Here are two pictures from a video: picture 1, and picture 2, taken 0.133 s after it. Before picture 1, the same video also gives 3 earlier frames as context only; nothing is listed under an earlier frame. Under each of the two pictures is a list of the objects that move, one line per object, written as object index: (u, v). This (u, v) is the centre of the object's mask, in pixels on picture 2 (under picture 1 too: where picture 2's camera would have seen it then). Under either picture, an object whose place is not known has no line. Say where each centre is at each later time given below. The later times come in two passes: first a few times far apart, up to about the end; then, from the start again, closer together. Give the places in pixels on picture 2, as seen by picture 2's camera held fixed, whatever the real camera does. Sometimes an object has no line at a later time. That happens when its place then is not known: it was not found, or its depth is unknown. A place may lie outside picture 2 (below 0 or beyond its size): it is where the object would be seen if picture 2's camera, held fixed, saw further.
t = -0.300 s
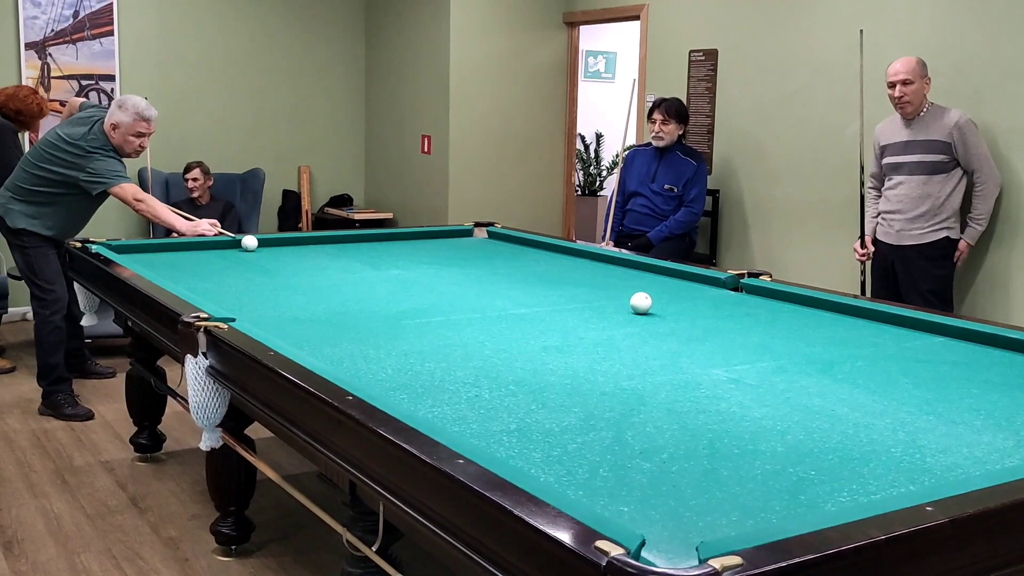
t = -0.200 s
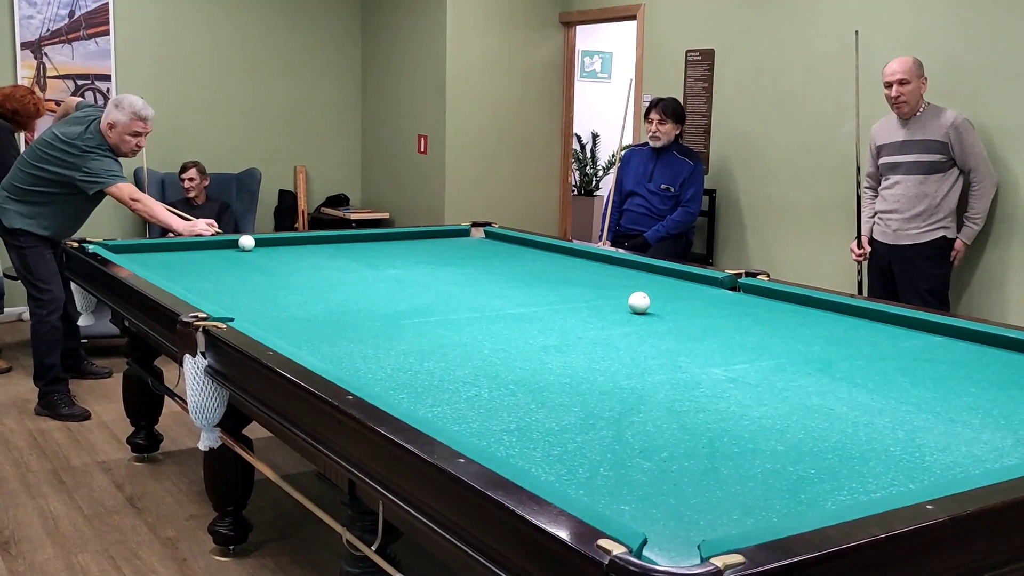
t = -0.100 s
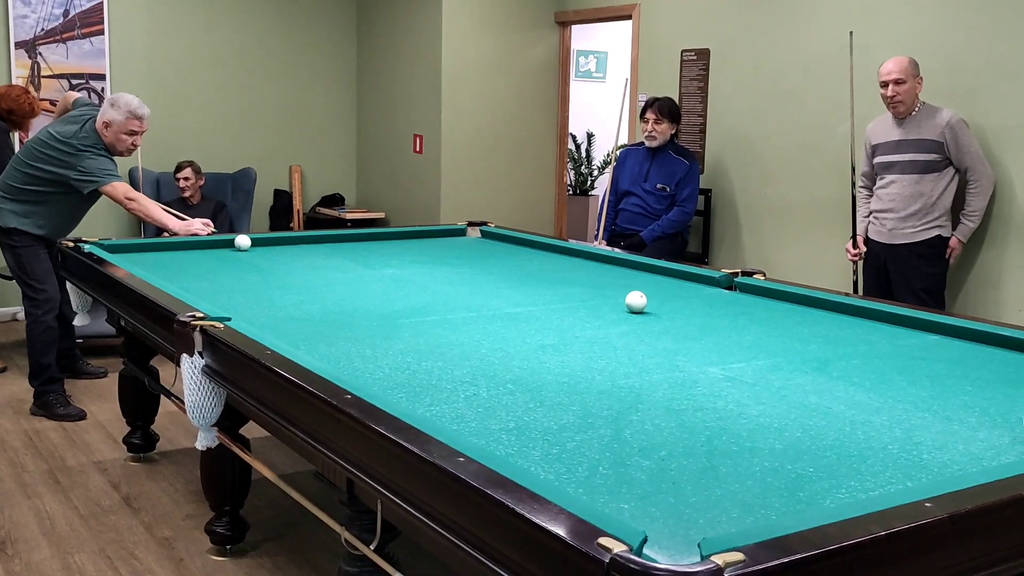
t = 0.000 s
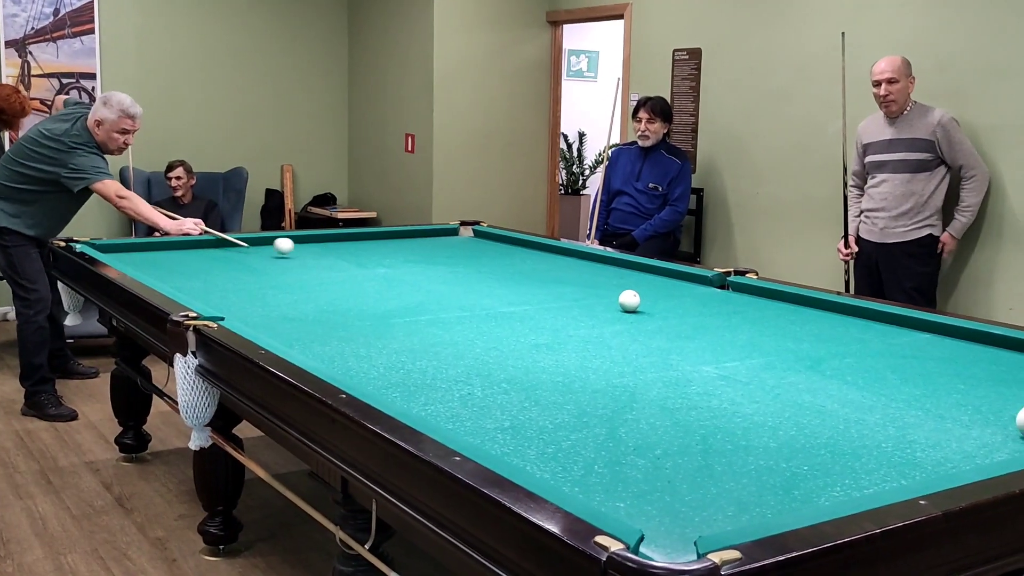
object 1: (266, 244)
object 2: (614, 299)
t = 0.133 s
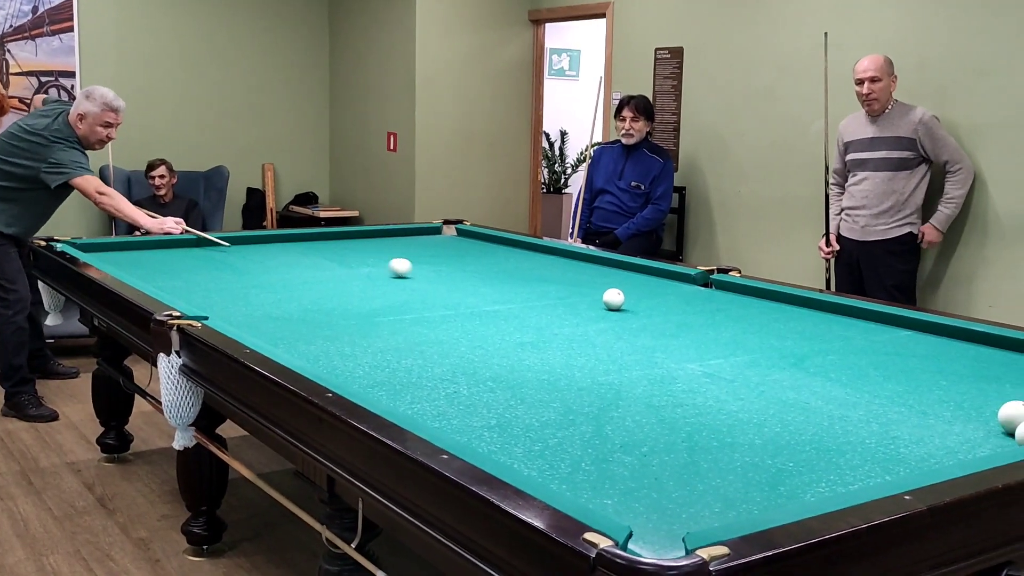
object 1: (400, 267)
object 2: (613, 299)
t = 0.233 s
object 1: (516, 284)
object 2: (613, 299)
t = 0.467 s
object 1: (607, 304)
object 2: (868, 330)
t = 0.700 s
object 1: (637, 314)
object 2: (1188, 388)
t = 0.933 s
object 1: (669, 326)
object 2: (1023, 379)
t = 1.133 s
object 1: (700, 336)
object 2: (864, 364)
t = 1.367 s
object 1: (731, 344)
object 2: (706, 354)
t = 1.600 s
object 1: (746, 341)
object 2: (567, 358)
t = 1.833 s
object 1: (760, 338)
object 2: (424, 362)
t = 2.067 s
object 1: (774, 335)
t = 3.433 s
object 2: (524, 283)
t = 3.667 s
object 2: (543, 275)
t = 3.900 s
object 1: (839, 323)
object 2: (560, 268)
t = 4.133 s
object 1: (842, 323)
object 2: (575, 262)
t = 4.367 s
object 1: (844, 322)
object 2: (585, 257)
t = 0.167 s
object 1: (437, 273)
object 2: (613, 299)
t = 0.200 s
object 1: (476, 278)
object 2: (613, 299)
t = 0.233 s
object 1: (516, 284)
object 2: (613, 299)
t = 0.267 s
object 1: (558, 291)
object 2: (613, 299)
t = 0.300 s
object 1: (594, 297)
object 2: (620, 299)
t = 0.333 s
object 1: (595, 298)
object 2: (666, 305)
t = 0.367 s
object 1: (596, 299)
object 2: (714, 311)
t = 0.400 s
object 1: (599, 301)
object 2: (763, 317)
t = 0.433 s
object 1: (602, 302)
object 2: (814, 323)
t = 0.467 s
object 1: (607, 304)
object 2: (868, 330)
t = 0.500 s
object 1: (611, 305)
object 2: (923, 336)
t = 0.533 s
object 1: (615, 306)
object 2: (980, 344)
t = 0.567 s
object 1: (619, 308)
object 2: (1039, 351)
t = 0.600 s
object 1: (624, 310)
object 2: (1099, 359)
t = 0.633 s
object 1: (628, 311)
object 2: (1129, 368)
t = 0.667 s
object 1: (632, 313)
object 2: (1158, 378)
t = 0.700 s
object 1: (637, 314)
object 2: (1188, 388)
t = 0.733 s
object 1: (641, 316)
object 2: (1216, 392)
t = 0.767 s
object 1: (646, 317)
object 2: (1182, 393)
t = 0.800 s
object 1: (650, 319)
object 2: (1146, 390)
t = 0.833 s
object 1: (655, 321)
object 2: (1113, 388)
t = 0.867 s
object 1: (660, 322)
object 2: (1081, 384)
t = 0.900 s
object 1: (664, 324)
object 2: (1051, 381)
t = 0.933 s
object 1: (669, 326)
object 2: (1023, 379)
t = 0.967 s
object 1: (674, 327)
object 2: (996, 376)
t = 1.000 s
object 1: (679, 329)
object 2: (968, 373)
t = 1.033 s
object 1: (684, 331)
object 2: (941, 371)
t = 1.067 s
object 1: (689, 332)
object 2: (915, 369)
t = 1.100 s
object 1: (694, 334)
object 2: (889, 366)
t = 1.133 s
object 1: (700, 336)
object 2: (864, 364)
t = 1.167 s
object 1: (705, 338)
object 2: (839, 362)
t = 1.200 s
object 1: (710, 340)
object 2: (815, 359)
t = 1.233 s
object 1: (716, 341)
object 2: (791, 357)
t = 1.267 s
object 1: (721, 344)
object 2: (768, 355)
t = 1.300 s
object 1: (724, 344)
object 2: (744, 353)
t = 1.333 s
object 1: (733, 340)
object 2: (724, 354)
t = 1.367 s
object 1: (731, 344)
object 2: (706, 354)
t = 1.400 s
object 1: (733, 343)
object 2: (686, 355)
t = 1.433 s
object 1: (735, 343)
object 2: (667, 355)
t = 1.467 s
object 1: (737, 342)
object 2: (647, 356)
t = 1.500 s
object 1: (740, 342)
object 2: (627, 357)
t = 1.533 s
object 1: (742, 341)
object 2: (607, 357)
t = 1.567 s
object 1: (744, 341)
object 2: (587, 357)
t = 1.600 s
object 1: (746, 341)
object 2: (567, 358)
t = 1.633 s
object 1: (748, 340)
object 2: (547, 358)
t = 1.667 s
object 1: (750, 340)
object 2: (526, 359)
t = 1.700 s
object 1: (752, 339)
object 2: (506, 360)
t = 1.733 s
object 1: (754, 339)
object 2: (485, 360)
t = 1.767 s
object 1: (756, 339)
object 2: (465, 361)
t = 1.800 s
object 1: (758, 338)
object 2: (444, 361)
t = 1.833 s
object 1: (760, 338)
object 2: (424, 362)
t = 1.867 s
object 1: (762, 337)
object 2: (403, 362)
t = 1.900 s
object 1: (764, 337)
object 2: (382, 363)
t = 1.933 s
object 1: (766, 337)
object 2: (361, 363)
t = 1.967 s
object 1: (768, 336)
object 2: (340, 363)
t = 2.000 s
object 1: (770, 336)
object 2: (323, 359)
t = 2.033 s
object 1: (772, 336)
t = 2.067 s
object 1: (774, 335)
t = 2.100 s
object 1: (776, 335)
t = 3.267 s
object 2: (508, 289)
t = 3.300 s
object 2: (512, 288)
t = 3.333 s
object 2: (515, 286)
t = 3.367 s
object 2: (518, 285)
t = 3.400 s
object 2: (521, 284)
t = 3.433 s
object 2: (524, 283)
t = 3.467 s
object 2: (527, 282)
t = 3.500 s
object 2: (529, 280)
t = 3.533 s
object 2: (532, 279)
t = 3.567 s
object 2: (535, 278)
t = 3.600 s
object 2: (538, 277)
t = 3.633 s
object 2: (541, 276)
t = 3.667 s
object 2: (543, 275)
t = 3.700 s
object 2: (546, 274)
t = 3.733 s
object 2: (548, 273)
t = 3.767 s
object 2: (551, 272)
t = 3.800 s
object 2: (553, 271)
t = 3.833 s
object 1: (838, 324)
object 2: (556, 270)
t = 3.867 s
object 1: (838, 323)
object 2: (558, 269)
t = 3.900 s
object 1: (839, 323)
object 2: (560, 268)
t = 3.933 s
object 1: (839, 323)
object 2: (563, 267)
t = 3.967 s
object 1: (840, 323)
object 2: (565, 266)
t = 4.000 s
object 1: (841, 323)
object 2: (567, 265)
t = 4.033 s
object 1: (841, 323)
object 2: (569, 264)
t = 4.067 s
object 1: (841, 323)
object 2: (571, 264)
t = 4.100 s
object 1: (842, 323)
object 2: (573, 263)
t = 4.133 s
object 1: (842, 323)
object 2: (575, 262)
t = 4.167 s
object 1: (842, 323)
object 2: (577, 261)
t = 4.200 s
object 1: (843, 323)
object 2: (580, 260)
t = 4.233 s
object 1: (843, 322)
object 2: (581, 259)
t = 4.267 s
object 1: (843, 322)
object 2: (583, 258)
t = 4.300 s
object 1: (843, 322)
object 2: (585, 258)
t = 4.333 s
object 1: (843, 322)
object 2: (587, 257)
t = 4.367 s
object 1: (844, 322)
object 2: (585, 257)
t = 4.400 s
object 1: (844, 322)
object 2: (581, 257)
